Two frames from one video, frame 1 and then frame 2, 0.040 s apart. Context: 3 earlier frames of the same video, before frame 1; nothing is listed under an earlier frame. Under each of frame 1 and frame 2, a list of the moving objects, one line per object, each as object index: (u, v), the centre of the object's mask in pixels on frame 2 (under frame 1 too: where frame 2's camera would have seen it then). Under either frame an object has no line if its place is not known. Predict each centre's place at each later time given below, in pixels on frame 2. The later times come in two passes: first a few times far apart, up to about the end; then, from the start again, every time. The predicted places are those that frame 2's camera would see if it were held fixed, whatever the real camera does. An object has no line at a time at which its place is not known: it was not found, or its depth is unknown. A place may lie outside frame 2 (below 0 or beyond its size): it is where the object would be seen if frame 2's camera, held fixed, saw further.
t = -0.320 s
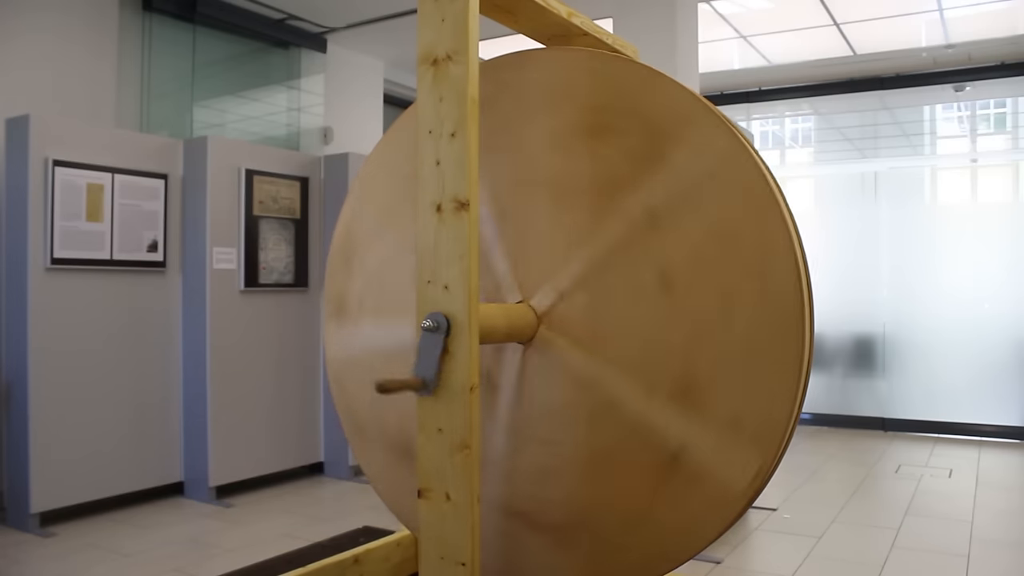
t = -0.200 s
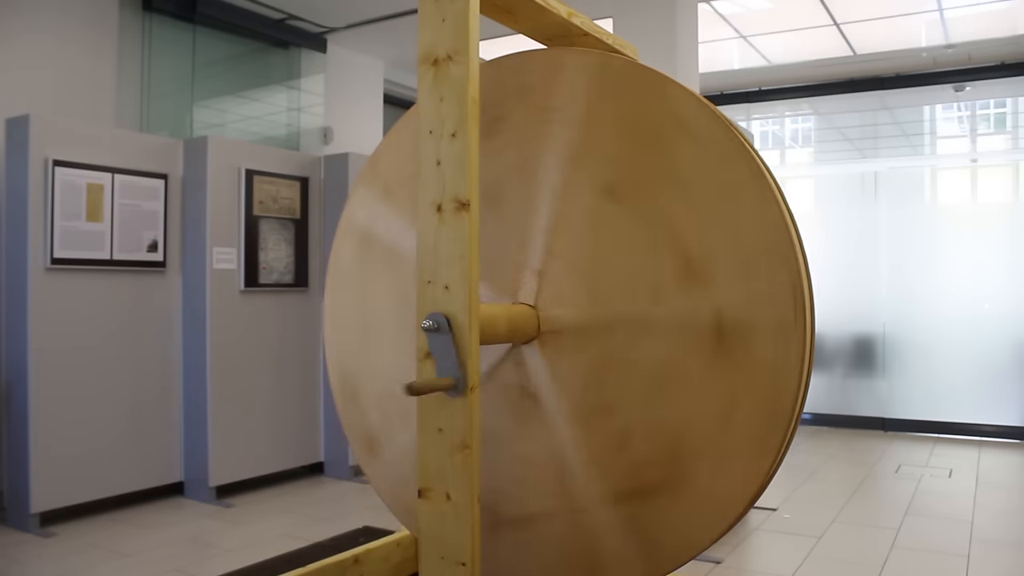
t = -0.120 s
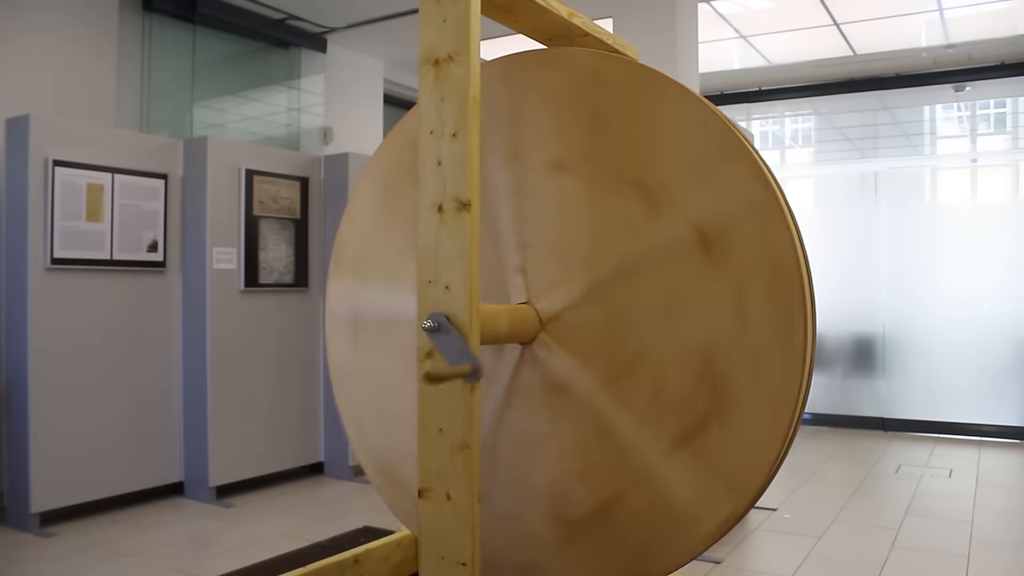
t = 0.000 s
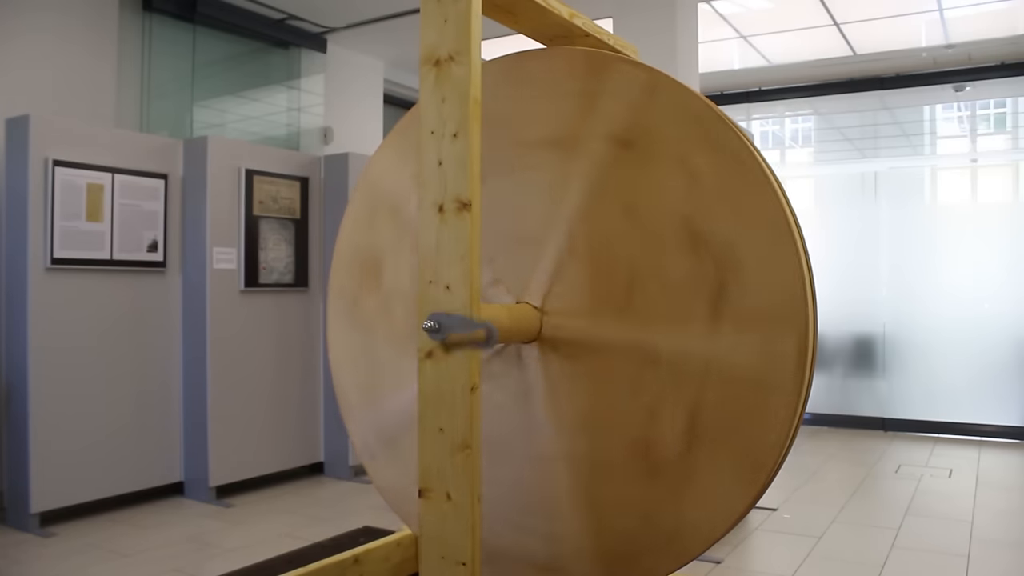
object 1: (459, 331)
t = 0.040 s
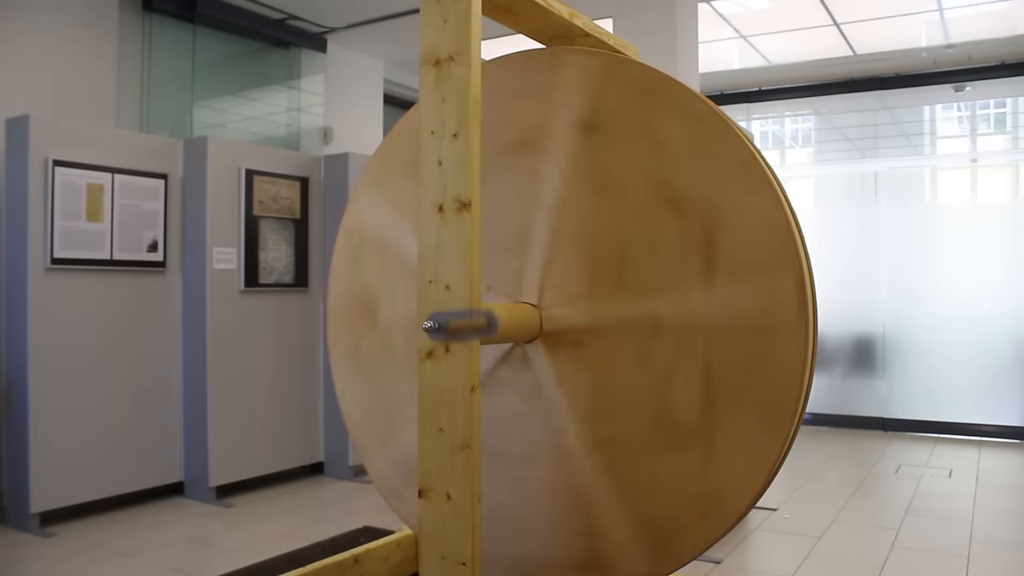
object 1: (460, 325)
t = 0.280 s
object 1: (440, 293)
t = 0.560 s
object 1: (408, 313)
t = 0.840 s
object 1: (419, 356)
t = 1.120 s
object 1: (454, 346)
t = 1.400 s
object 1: (450, 300)
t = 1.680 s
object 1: (415, 301)
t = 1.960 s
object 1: (409, 345)
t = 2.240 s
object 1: (445, 357)
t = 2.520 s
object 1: (458, 315)
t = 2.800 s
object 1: (427, 292)
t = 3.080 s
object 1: (406, 328)
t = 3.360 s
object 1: (431, 361)
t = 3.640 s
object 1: (459, 332)
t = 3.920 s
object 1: (442, 293)
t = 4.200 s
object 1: (409, 310)
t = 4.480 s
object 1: (415, 353)
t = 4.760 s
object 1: (450, 351)
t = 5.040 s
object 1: (454, 307)
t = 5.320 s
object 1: (421, 294)
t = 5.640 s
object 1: (407, 341)
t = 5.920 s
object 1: (440, 361)
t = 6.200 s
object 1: (460, 323)
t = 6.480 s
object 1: (434, 291)
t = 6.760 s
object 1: (407, 318)
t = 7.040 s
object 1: (420, 357)
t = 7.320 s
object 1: (454, 346)
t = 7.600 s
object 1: (451, 303)
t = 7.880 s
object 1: (418, 297)
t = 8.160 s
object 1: (406, 337)
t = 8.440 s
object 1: (437, 361)
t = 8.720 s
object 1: (460, 327)
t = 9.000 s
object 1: (439, 292)
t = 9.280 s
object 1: (409, 311)
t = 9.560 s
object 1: (414, 352)
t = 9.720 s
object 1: (434, 361)
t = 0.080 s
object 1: (460, 318)
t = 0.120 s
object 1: (456, 311)
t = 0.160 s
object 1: (453, 304)
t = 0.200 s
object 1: (449, 300)
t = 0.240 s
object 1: (445, 296)
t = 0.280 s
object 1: (440, 293)
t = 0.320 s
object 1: (434, 292)
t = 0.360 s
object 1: (428, 292)
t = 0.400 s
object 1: (423, 294)
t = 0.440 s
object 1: (418, 297)
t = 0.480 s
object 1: (414, 302)
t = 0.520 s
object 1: (410, 307)
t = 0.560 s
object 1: (408, 313)
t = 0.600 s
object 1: (406, 320)
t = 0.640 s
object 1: (405, 327)
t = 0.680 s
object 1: (406, 333)
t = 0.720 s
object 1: (408, 340)
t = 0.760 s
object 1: (411, 346)
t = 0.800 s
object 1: (414, 352)
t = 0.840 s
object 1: (419, 356)
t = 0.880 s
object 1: (424, 360)
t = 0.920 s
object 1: (430, 361)
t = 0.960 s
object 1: (435, 361)
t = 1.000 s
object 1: (441, 360)
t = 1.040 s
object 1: (446, 356)
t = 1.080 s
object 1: (451, 352)
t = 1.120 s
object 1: (454, 346)
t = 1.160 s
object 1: (457, 339)
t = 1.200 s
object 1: (459, 331)
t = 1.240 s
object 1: (461, 325)
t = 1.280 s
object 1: (460, 319)
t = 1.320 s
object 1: (457, 312)
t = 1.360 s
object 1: (453, 305)
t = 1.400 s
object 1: (450, 300)
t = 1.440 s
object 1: (445, 296)
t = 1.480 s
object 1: (440, 293)
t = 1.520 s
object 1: (435, 292)
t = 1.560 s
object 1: (430, 292)
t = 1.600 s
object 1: (424, 293)
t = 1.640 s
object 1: (419, 296)
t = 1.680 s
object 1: (415, 301)
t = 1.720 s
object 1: (411, 306)
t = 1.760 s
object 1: (409, 312)
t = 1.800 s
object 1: (406, 318)
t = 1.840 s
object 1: (404, 325)
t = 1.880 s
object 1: (406, 331)
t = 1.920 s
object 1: (407, 338)
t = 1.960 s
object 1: (409, 345)
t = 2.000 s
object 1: (413, 351)
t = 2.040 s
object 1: (417, 356)
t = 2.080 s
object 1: (422, 359)
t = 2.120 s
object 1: (428, 361)
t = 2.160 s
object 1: (434, 362)
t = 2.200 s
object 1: (440, 361)
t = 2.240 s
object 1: (445, 357)
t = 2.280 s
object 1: (449, 353)
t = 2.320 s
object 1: (453, 348)
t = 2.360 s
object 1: (456, 342)
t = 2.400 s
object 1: (459, 335)
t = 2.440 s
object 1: (461, 327)
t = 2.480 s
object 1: (460, 322)
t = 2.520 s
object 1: (458, 315)
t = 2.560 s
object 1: (455, 308)
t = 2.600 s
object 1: (451, 303)
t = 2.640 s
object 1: (447, 298)
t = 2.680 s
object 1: (443, 294)
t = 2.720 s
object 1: (437, 292)
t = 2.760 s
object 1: (432, 292)
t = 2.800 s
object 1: (427, 292)
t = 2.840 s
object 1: (421, 294)
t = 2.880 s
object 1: (417, 299)
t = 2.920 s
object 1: (413, 303)
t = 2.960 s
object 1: (409, 309)
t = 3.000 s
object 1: (407, 315)
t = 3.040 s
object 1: (406, 322)
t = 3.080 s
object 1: (406, 328)
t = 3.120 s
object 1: (406, 335)
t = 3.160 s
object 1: (408, 342)
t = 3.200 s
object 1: (411, 348)
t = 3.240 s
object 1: (415, 353)
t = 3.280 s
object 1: (419, 357)
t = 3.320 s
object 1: (424, 360)
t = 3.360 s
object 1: (431, 361)
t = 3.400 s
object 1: (436, 361)
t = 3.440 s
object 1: (442, 360)
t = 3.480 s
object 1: (446, 356)
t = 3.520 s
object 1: (451, 352)
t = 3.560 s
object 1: (454, 346)
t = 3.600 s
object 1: (457, 339)
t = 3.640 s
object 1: (459, 332)
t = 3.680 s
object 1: (460, 326)
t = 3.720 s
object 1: (460, 320)
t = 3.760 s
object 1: (457, 313)
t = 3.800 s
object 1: (454, 307)
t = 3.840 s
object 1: (450, 301)
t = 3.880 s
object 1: (446, 297)
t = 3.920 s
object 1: (442, 293)
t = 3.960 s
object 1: (437, 292)
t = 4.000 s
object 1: (431, 291)
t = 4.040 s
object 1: (425, 293)
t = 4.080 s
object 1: (420, 295)
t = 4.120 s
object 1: (416, 299)
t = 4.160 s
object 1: (412, 304)
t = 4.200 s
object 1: (409, 310)
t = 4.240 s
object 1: (407, 316)
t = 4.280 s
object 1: (406, 322)
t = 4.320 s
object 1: (406, 329)
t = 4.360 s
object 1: (406, 335)
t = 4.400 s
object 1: (409, 342)
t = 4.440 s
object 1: (411, 348)
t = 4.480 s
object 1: (415, 353)
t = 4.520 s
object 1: (420, 357)
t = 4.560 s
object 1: (425, 360)
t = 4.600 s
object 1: (431, 361)
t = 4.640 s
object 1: (436, 361)
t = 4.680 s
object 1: (442, 360)
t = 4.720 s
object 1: (446, 356)
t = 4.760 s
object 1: (450, 351)
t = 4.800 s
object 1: (454, 346)
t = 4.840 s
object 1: (457, 339)
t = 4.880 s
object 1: (458, 332)
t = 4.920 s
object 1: (460, 326)
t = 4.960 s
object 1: (460, 320)
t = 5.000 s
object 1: (458, 313)
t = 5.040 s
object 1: (454, 307)
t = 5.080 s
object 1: (450, 301)
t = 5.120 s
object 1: (446, 297)
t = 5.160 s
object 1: (442, 293)
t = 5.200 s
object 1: (437, 292)
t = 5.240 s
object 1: (431, 291)
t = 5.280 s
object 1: (426, 292)
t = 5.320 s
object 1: (421, 294)
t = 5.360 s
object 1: (417, 298)
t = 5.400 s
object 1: (413, 303)
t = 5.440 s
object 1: (409, 308)
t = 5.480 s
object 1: (407, 314)
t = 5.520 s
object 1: (407, 321)
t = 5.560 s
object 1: (405, 327)
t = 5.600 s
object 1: (406, 334)
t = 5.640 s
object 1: (407, 341)
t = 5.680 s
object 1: (411, 347)
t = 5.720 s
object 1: (414, 352)
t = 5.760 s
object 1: (418, 356)
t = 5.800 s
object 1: (423, 359)
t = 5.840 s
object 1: (429, 361)
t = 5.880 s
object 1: (434, 361)
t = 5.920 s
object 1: (440, 361)
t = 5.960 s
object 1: (445, 357)
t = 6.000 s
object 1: (450, 353)
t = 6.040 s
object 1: (453, 347)
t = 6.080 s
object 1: (456, 342)
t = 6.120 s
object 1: (458, 336)
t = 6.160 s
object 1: (461, 328)
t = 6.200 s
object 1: (460, 323)
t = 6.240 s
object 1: (459, 317)
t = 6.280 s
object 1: (456, 310)
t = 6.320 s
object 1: (452, 304)
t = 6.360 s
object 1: (448, 299)
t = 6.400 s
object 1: (444, 295)
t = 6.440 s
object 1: (440, 292)
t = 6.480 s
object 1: (434, 291)
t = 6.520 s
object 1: (428, 292)
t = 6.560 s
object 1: (424, 293)
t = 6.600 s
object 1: (419, 296)
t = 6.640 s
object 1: (415, 301)
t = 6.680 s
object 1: (411, 305)
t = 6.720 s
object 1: (409, 312)
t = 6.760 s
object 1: (407, 318)
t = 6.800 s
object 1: (405, 324)
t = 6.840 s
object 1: (405, 330)
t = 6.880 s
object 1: (406, 337)
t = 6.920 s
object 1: (408, 343)
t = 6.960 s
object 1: (411, 349)
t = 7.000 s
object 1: (415, 354)
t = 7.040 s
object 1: (420, 357)
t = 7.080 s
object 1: (426, 360)
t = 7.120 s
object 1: (431, 361)
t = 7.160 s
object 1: (437, 361)
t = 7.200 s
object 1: (442, 359)
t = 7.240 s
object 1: (446, 356)
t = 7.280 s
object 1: (451, 351)
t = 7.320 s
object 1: (454, 346)
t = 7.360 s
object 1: (457, 340)
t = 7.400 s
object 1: (459, 333)
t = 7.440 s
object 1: (461, 327)
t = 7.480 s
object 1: (461, 321)
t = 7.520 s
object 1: (459, 315)
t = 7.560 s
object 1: (455, 308)
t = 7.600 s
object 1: (451, 303)
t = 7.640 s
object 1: (447, 298)
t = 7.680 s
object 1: (443, 294)
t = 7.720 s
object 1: (439, 292)
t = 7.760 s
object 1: (433, 292)
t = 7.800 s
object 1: (428, 292)
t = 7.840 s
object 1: (423, 294)
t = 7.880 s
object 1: (418, 297)
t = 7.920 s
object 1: (414, 302)
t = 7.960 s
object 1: (411, 307)
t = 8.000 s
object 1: (408, 312)
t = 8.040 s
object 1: (407, 318)
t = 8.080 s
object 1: (404, 324)
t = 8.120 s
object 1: (405, 331)
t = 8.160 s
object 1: (406, 337)
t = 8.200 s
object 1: (409, 343)
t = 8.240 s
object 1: (411, 349)
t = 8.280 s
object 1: (415, 354)
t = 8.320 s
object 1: (420, 358)
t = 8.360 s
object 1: (426, 360)
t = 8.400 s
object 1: (431, 361)
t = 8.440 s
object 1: (437, 361)
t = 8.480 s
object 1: (442, 360)
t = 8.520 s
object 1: (446, 356)
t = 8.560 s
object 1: (451, 352)
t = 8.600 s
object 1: (454, 346)
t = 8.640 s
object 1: (457, 340)
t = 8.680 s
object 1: (459, 334)
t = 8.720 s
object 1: (460, 327)
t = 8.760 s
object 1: (460, 321)
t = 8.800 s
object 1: (458, 315)
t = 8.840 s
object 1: (456, 309)
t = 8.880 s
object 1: (452, 303)
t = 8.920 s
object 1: (448, 299)
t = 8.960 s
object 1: (444, 295)
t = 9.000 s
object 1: (439, 292)
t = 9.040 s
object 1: (433, 292)
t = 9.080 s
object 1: (428, 292)
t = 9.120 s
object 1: (423, 294)
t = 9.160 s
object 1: (419, 296)
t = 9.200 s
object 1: (415, 300)
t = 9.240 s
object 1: (412, 305)
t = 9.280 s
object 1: (409, 311)
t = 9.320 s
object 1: (408, 317)
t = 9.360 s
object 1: (405, 323)
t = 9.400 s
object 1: (405, 329)
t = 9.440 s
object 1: (406, 335)
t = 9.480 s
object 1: (408, 342)
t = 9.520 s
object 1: (411, 347)
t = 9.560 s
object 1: (414, 352)
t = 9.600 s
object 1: (418, 356)
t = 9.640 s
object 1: (423, 359)
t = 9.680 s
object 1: (429, 361)
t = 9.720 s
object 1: (434, 361)
